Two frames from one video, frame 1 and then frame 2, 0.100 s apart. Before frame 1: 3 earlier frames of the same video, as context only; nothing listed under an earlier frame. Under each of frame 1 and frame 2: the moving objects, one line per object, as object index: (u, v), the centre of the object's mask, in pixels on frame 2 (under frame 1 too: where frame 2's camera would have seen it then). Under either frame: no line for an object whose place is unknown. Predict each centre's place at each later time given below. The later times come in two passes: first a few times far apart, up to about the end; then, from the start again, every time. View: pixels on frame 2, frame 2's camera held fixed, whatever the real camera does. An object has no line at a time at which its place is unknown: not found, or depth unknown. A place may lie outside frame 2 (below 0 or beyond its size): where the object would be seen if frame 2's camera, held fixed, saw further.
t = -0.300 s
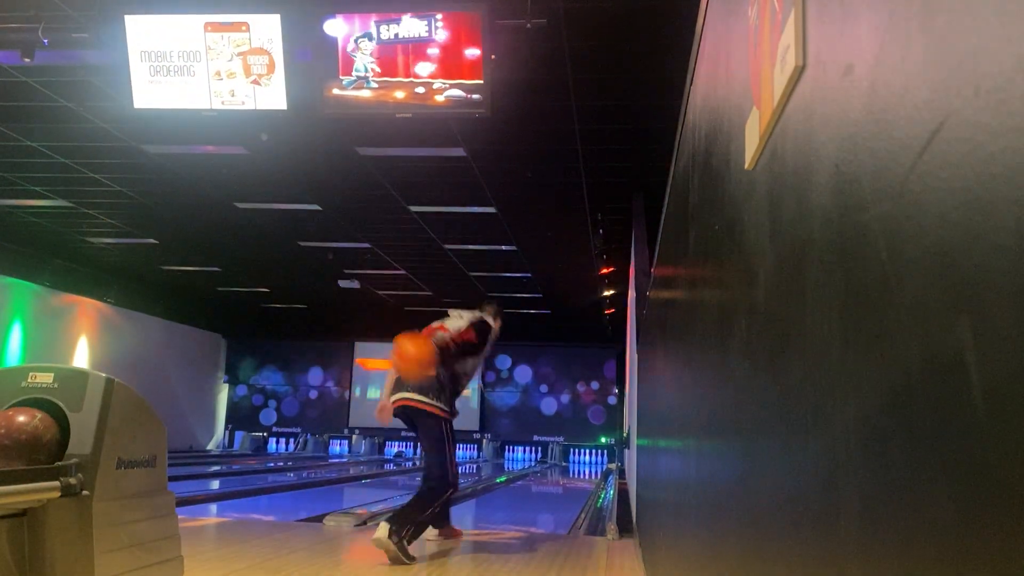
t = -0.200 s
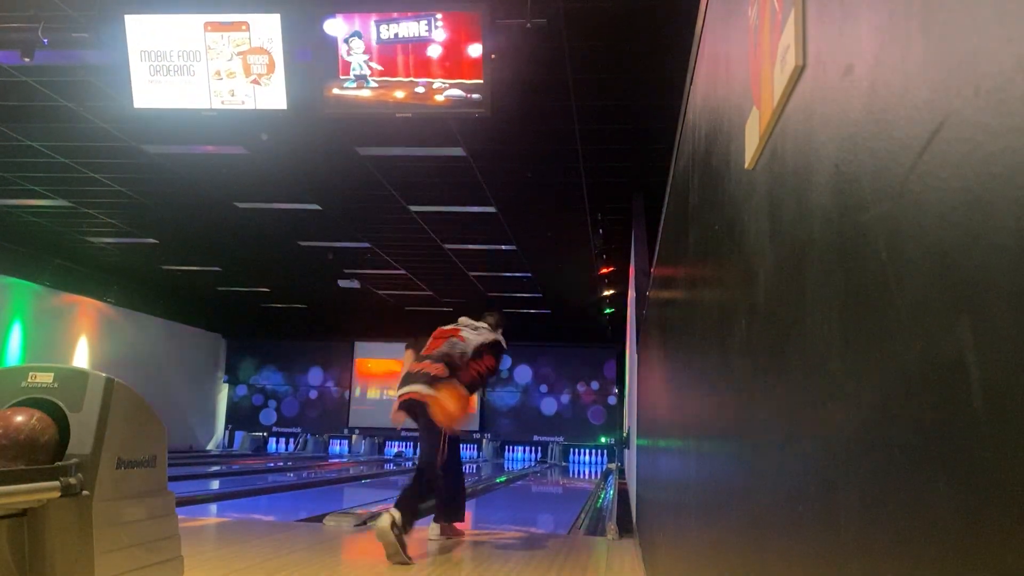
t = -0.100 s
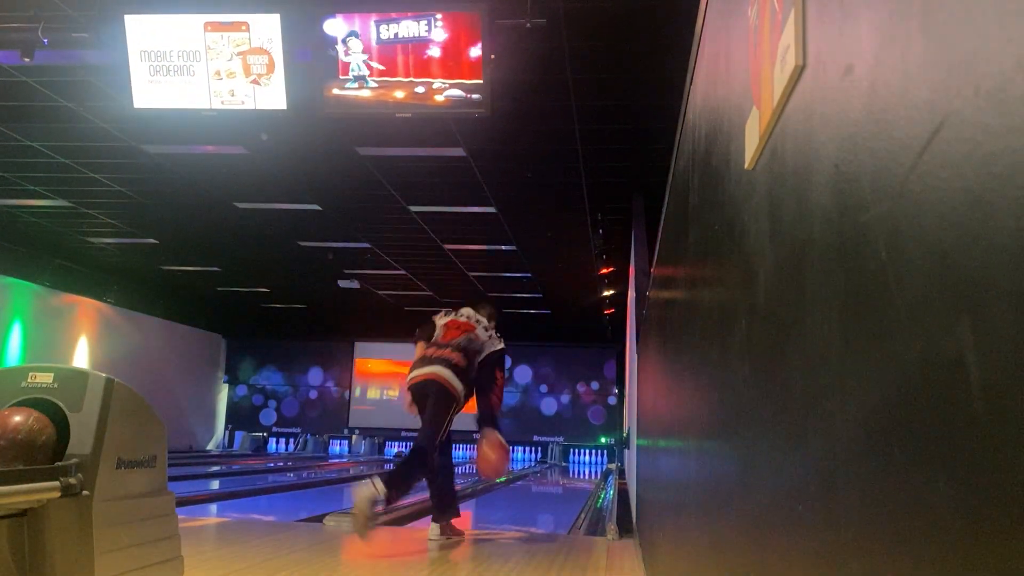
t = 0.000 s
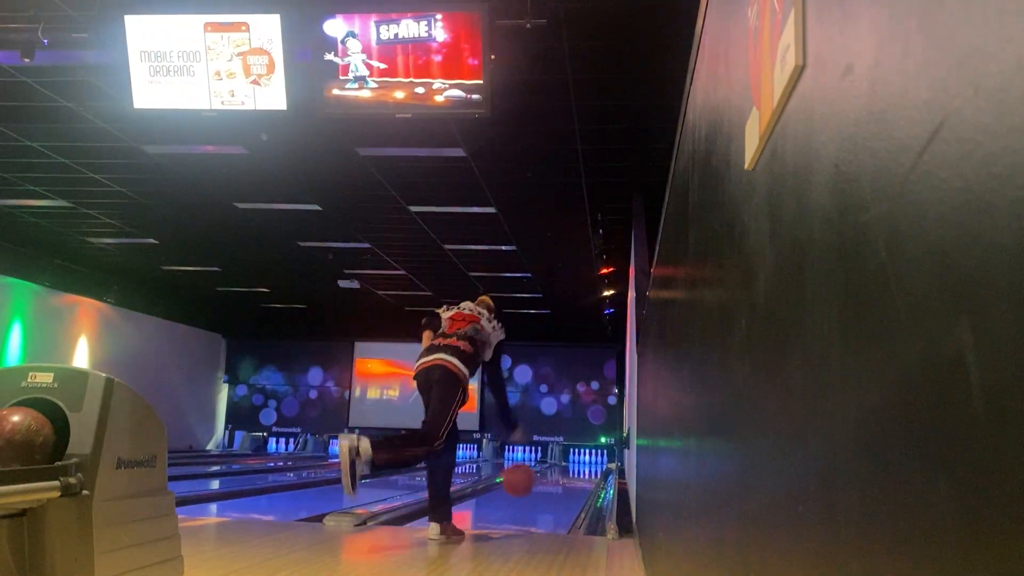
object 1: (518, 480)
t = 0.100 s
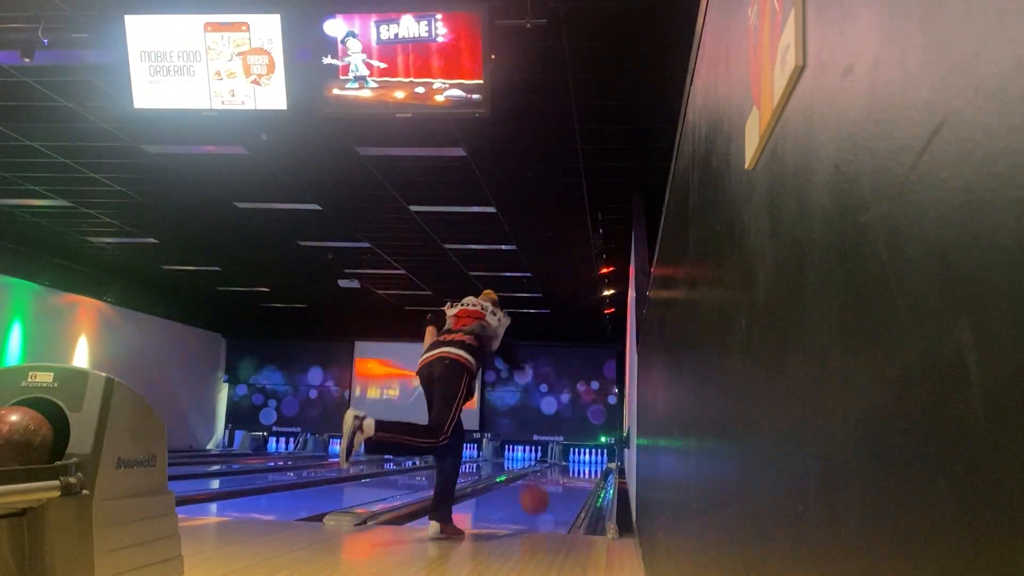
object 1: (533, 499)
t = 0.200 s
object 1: (547, 495)
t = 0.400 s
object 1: (567, 491)
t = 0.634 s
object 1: (583, 483)
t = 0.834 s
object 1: (591, 478)
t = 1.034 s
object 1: (598, 475)
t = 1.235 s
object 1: (605, 475)
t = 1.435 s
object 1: (606, 474)
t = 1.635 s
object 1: (606, 472)
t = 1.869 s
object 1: (608, 471)
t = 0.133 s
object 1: (538, 504)
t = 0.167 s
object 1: (542, 500)
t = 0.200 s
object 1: (547, 495)
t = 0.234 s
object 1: (551, 495)
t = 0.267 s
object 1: (555, 495)
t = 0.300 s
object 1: (558, 495)
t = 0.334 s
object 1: (562, 494)
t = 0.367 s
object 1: (564, 492)
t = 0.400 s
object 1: (567, 491)
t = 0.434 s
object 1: (569, 490)
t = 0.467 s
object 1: (572, 489)
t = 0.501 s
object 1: (574, 488)
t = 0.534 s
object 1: (576, 486)
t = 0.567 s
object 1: (578, 485)
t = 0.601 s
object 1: (580, 484)
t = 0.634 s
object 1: (583, 483)
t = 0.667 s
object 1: (584, 483)
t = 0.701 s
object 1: (586, 481)
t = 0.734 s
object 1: (588, 480)
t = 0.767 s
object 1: (589, 479)
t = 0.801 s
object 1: (590, 479)
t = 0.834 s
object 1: (591, 478)
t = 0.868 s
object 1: (593, 478)
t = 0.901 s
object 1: (594, 477)
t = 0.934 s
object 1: (595, 476)
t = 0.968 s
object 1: (595, 476)
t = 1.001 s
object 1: (596, 476)
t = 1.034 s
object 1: (598, 475)
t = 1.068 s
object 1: (599, 475)
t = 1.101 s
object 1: (601, 476)
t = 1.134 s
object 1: (603, 477)
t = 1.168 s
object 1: (605, 476)
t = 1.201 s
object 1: (605, 476)
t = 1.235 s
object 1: (605, 475)
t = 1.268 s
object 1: (605, 474)
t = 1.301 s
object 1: (605, 474)
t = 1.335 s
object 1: (605, 474)
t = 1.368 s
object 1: (605, 474)
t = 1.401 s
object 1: (606, 474)
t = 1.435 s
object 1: (606, 474)
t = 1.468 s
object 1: (606, 474)
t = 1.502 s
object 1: (605, 473)
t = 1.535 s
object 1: (606, 472)
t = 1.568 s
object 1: (607, 472)
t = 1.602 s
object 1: (606, 472)
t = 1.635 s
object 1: (606, 472)
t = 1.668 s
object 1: (607, 471)
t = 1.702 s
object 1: (607, 471)
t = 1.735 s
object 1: (608, 471)
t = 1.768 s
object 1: (608, 471)
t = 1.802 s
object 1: (607, 471)
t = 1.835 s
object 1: (607, 471)
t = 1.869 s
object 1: (608, 471)
